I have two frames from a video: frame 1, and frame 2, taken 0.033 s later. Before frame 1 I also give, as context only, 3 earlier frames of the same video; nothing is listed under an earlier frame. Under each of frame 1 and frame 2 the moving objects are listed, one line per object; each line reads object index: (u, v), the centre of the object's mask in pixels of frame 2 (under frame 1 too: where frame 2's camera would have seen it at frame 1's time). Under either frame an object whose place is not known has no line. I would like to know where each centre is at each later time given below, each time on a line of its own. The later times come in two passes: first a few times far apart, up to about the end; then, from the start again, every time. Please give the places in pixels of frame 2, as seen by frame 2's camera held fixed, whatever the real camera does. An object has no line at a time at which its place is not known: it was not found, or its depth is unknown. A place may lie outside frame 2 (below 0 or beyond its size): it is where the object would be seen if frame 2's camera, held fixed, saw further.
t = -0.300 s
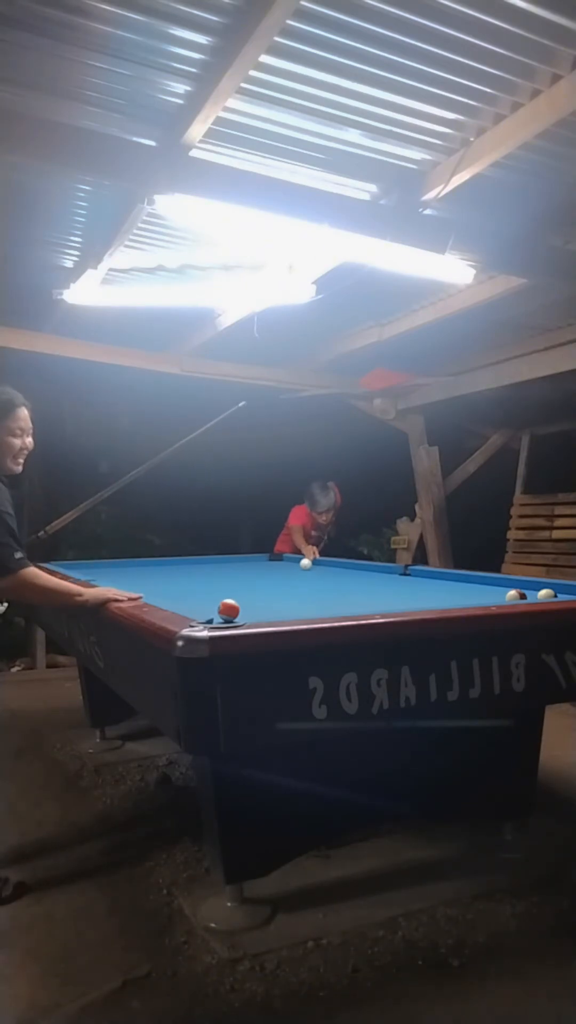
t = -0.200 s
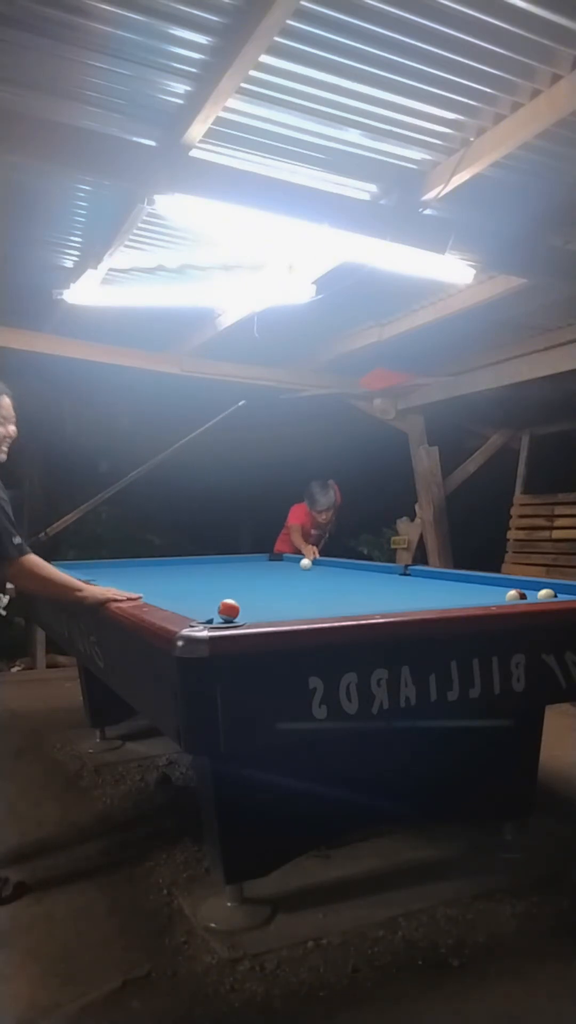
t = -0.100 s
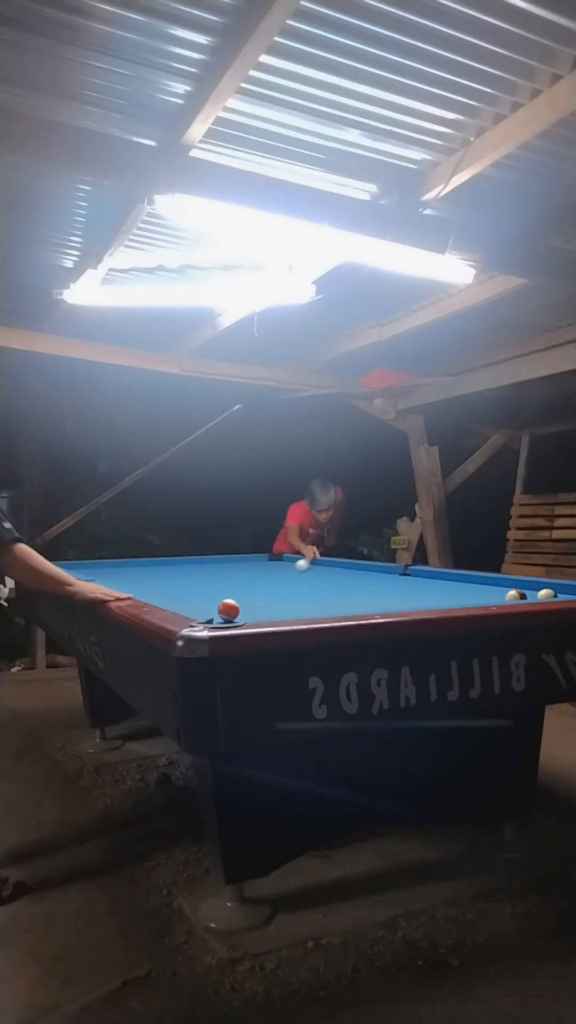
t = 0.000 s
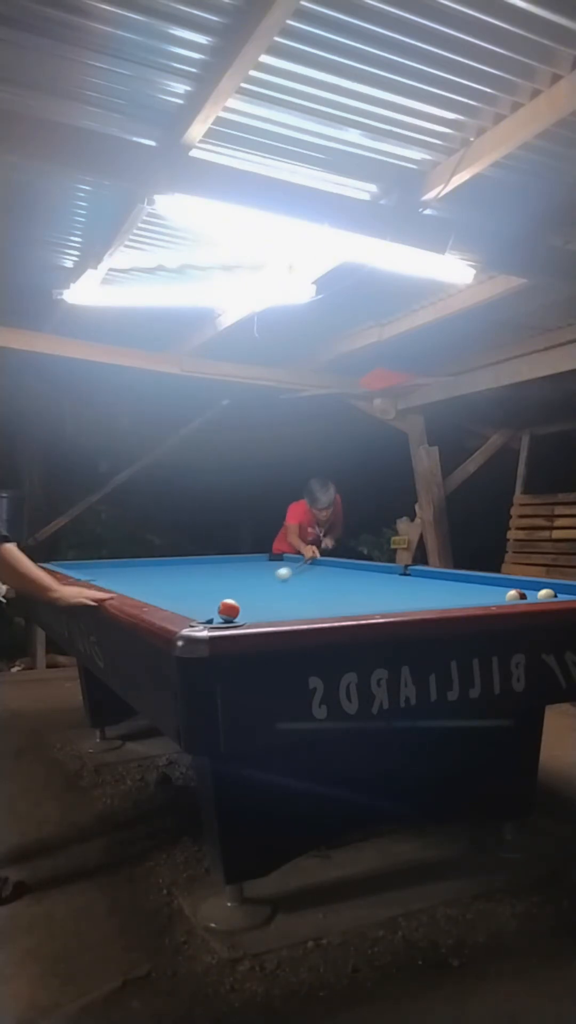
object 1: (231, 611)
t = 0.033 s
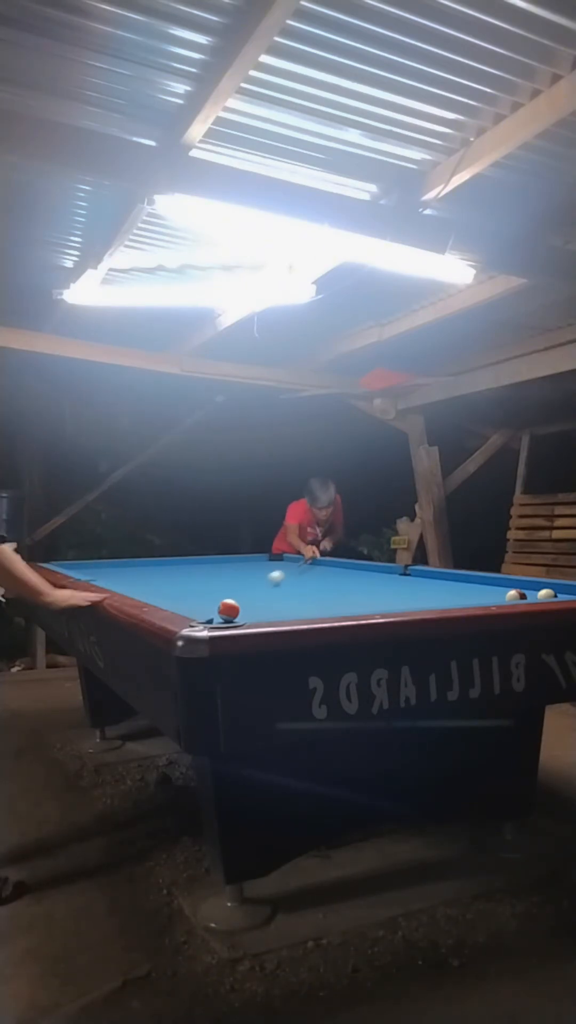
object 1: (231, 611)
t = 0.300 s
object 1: (291, 611)
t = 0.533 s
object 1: (270, 605)
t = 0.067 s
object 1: (231, 611)
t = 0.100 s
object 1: (231, 611)
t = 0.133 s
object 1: (231, 611)
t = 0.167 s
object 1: (231, 611)
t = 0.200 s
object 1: (234, 610)
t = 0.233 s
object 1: (273, 612)
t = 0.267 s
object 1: (291, 613)
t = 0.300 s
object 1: (291, 611)
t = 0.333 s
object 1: (287, 611)
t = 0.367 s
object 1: (285, 611)
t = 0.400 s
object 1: (280, 609)
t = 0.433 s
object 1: (277, 608)
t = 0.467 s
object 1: (274, 608)
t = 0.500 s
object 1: (272, 606)
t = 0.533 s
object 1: (270, 605)
